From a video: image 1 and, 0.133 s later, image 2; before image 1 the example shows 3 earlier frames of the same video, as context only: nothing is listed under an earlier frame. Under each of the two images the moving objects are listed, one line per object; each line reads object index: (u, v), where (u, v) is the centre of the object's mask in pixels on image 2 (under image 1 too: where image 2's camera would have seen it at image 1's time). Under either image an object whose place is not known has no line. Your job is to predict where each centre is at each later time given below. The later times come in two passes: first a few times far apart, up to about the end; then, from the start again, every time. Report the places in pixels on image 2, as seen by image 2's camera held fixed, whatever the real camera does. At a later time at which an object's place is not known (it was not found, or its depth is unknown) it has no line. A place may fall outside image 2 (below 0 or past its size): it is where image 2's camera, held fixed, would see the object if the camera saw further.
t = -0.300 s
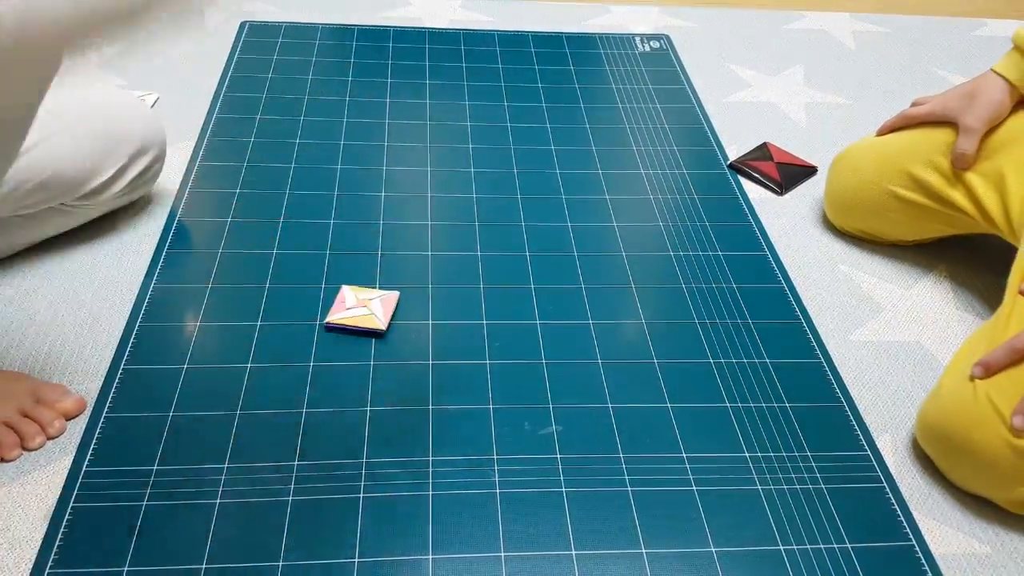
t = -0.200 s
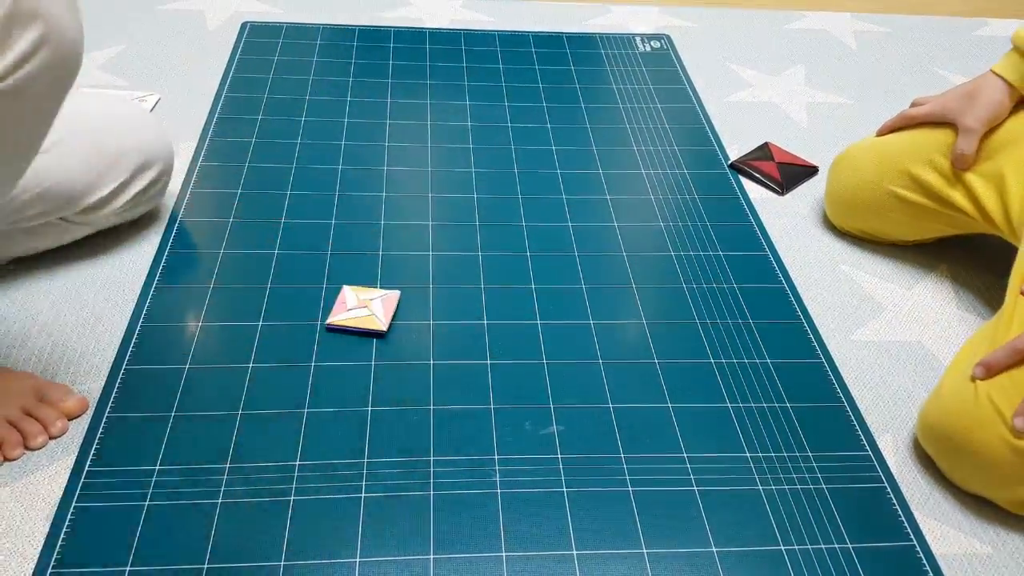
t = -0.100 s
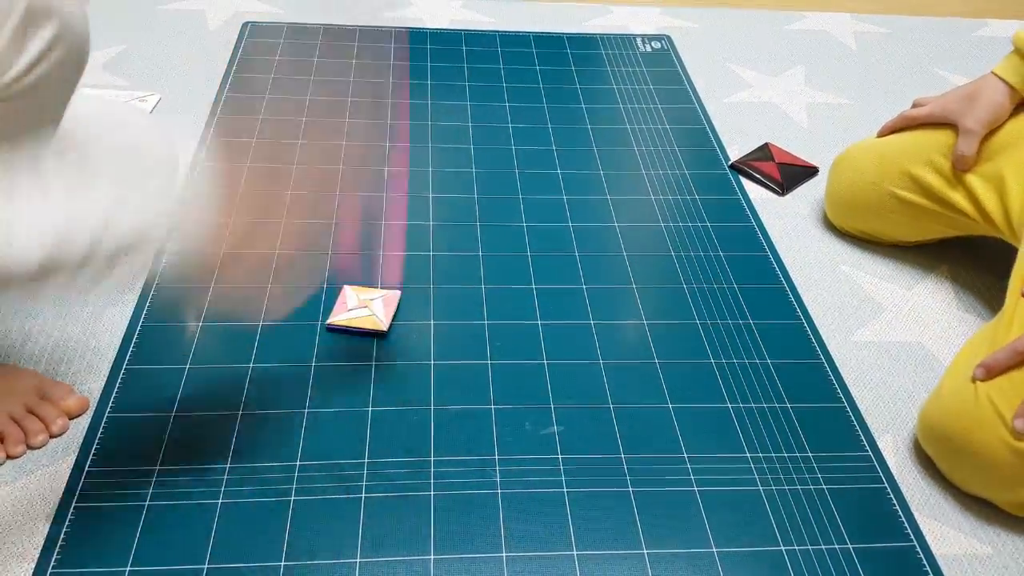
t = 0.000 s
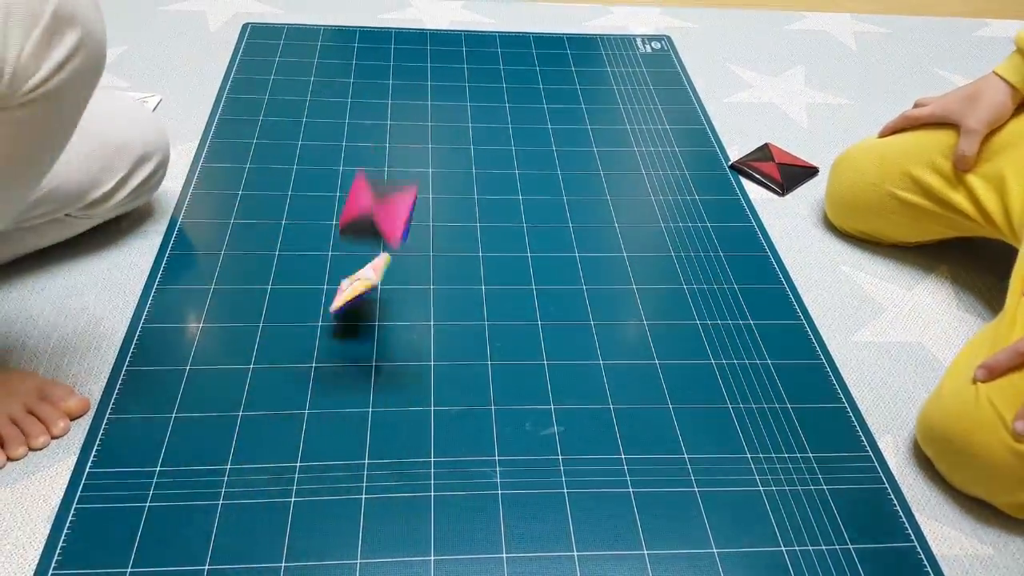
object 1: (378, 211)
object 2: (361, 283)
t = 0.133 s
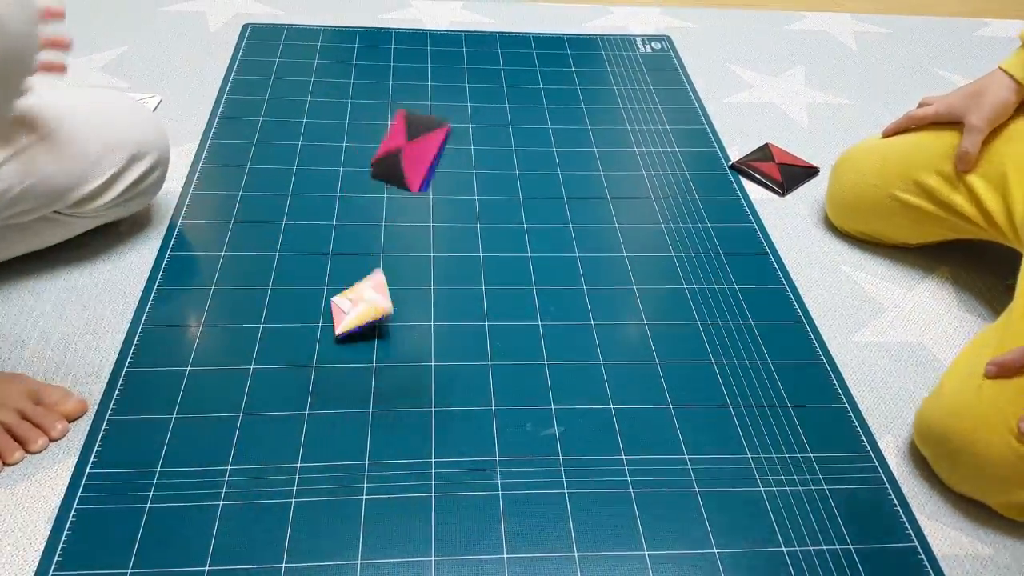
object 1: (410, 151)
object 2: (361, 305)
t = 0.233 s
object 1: (438, 239)
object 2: (366, 310)
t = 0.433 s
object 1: (477, 365)
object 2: (362, 313)
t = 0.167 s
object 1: (420, 167)
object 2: (363, 314)
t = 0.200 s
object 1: (429, 198)
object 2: (364, 308)
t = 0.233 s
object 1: (438, 239)
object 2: (366, 310)
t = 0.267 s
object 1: (445, 289)
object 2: (365, 313)
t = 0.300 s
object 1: (449, 352)
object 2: (363, 312)
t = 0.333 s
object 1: (458, 381)
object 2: (363, 313)
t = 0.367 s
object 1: (464, 369)
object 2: (363, 312)
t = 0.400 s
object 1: (472, 366)
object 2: (363, 313)
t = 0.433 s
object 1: (477, 365)
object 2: (362, 313)
